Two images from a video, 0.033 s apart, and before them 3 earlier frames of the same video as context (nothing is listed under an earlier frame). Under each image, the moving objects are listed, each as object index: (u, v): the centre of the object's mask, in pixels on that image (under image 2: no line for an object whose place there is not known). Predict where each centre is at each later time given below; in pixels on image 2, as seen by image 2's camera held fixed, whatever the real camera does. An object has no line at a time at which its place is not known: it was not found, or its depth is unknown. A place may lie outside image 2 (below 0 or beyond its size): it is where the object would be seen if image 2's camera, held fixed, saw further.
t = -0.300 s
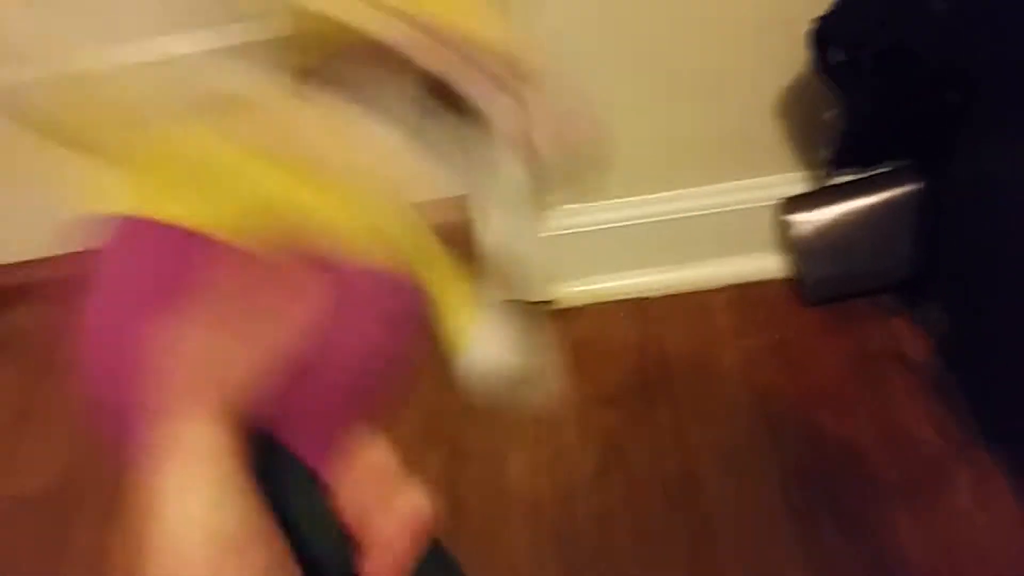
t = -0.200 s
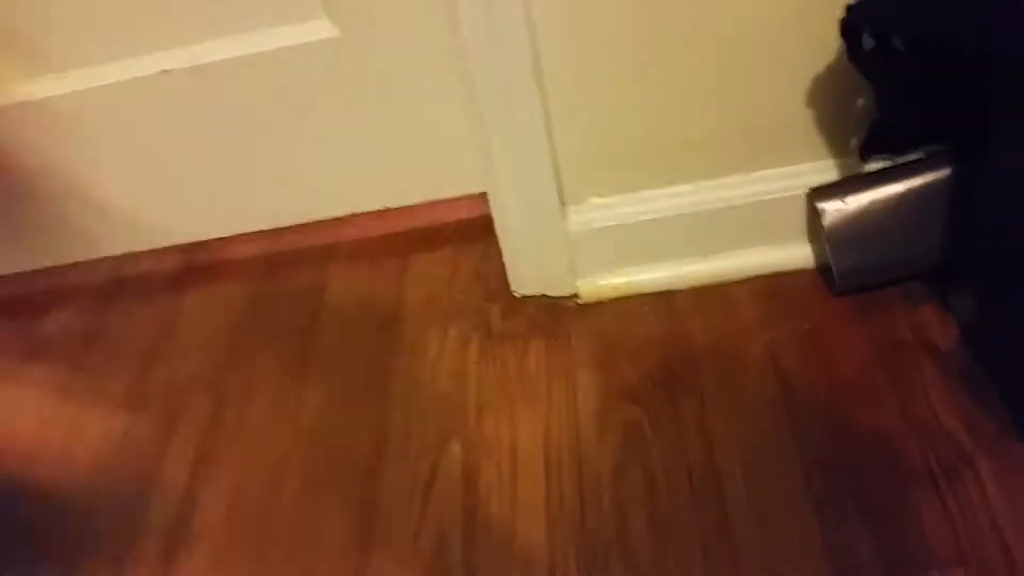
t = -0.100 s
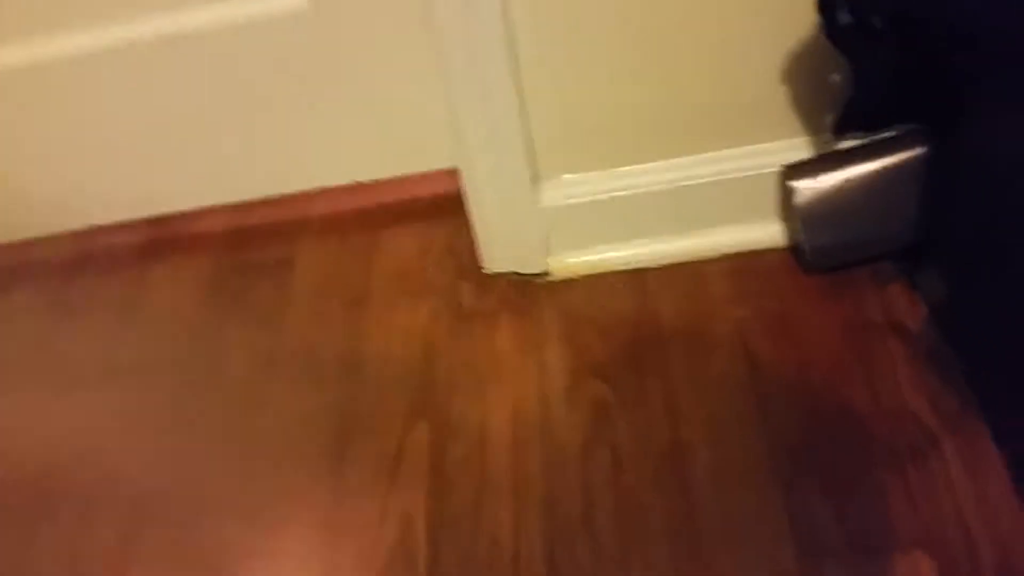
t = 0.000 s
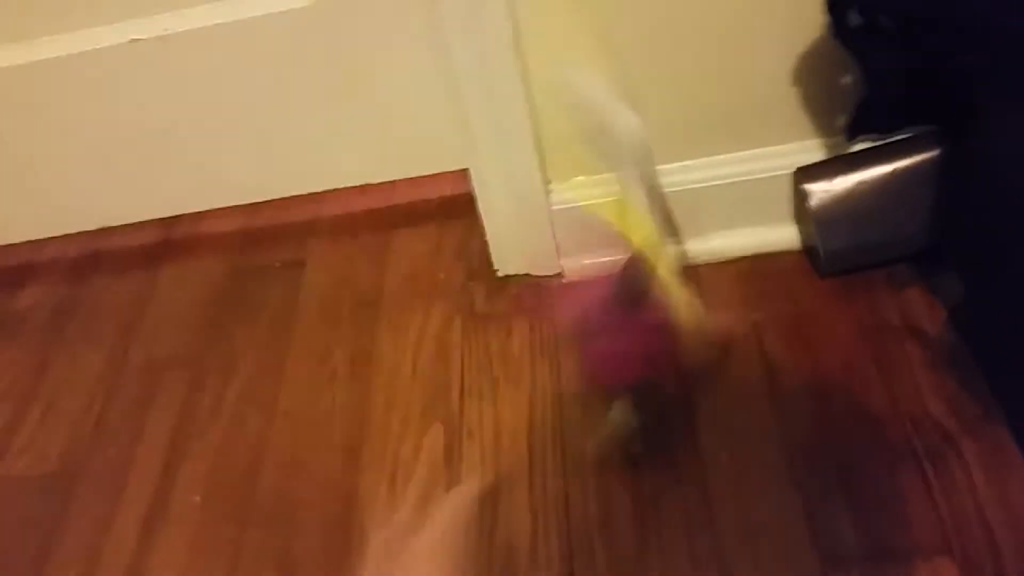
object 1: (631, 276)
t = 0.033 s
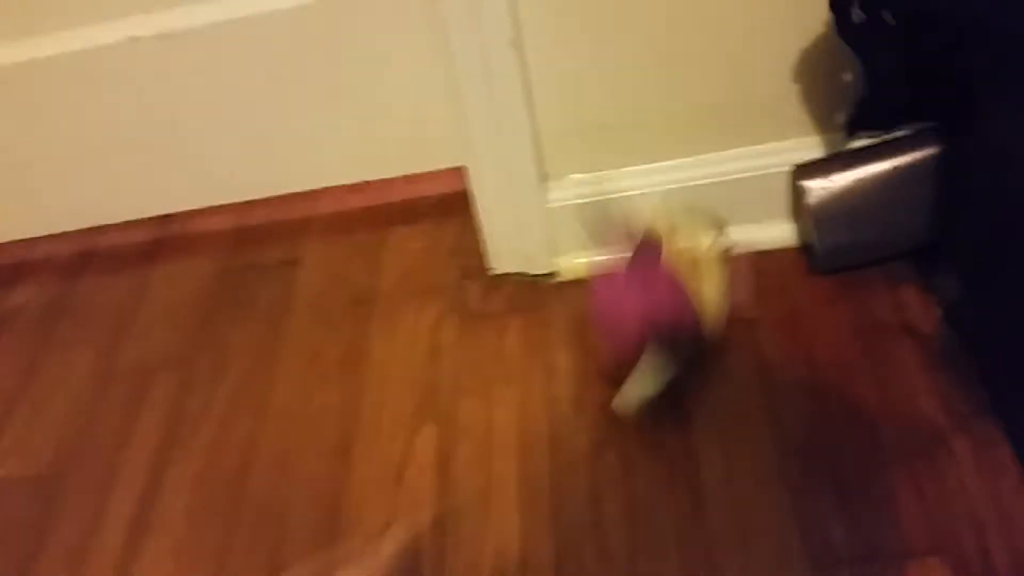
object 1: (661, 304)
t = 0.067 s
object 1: (681, 263)
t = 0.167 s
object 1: (743, 175)
